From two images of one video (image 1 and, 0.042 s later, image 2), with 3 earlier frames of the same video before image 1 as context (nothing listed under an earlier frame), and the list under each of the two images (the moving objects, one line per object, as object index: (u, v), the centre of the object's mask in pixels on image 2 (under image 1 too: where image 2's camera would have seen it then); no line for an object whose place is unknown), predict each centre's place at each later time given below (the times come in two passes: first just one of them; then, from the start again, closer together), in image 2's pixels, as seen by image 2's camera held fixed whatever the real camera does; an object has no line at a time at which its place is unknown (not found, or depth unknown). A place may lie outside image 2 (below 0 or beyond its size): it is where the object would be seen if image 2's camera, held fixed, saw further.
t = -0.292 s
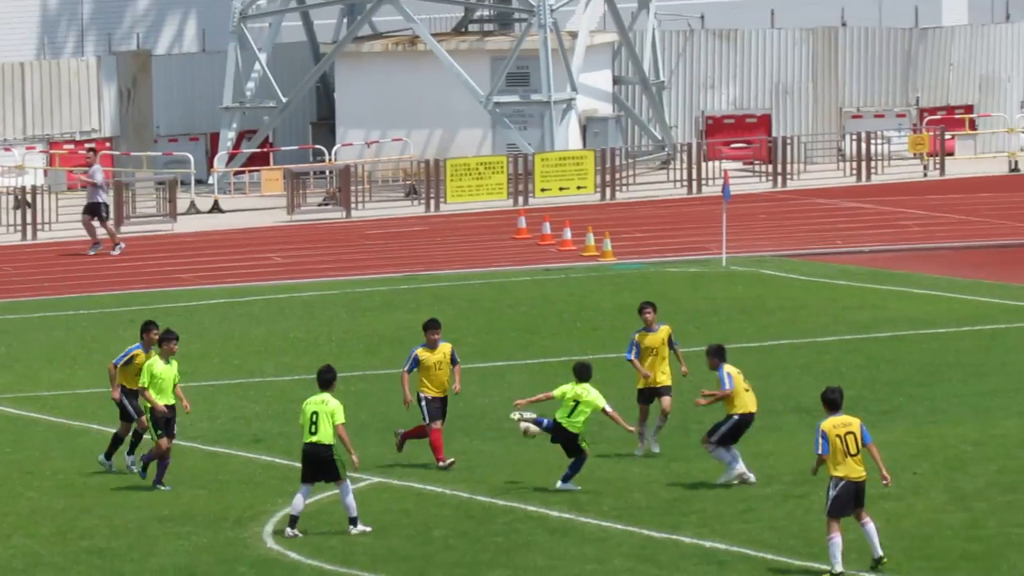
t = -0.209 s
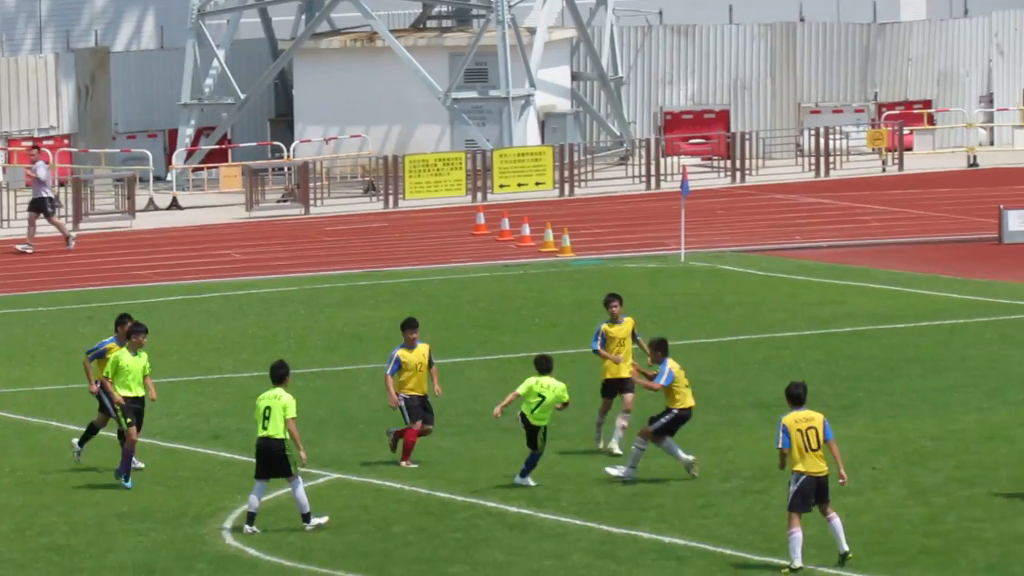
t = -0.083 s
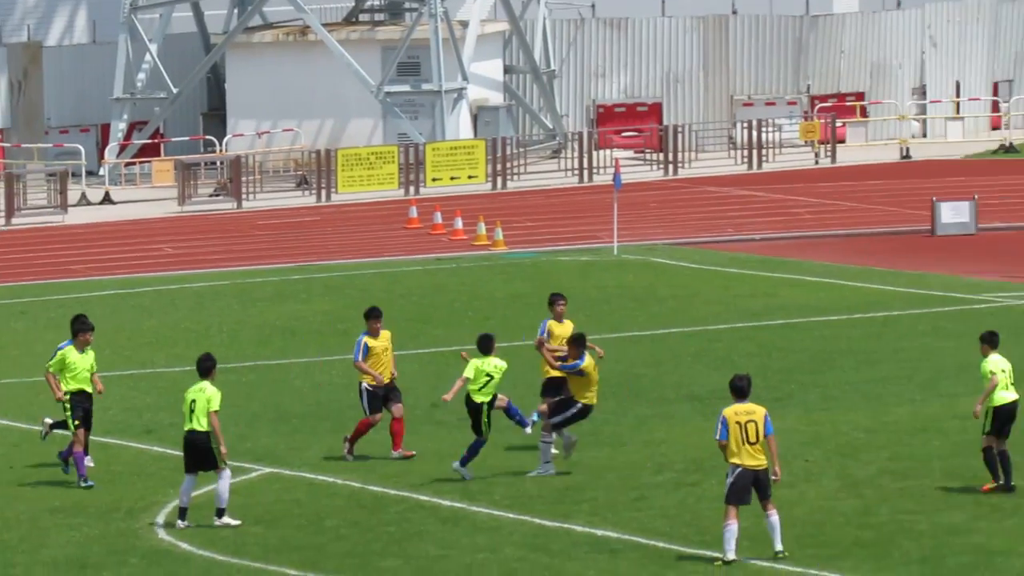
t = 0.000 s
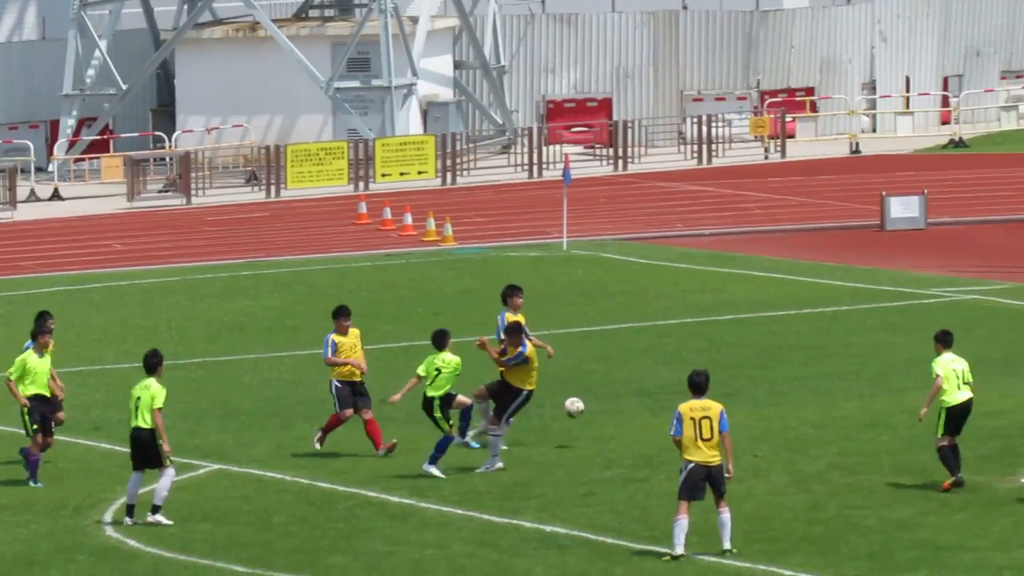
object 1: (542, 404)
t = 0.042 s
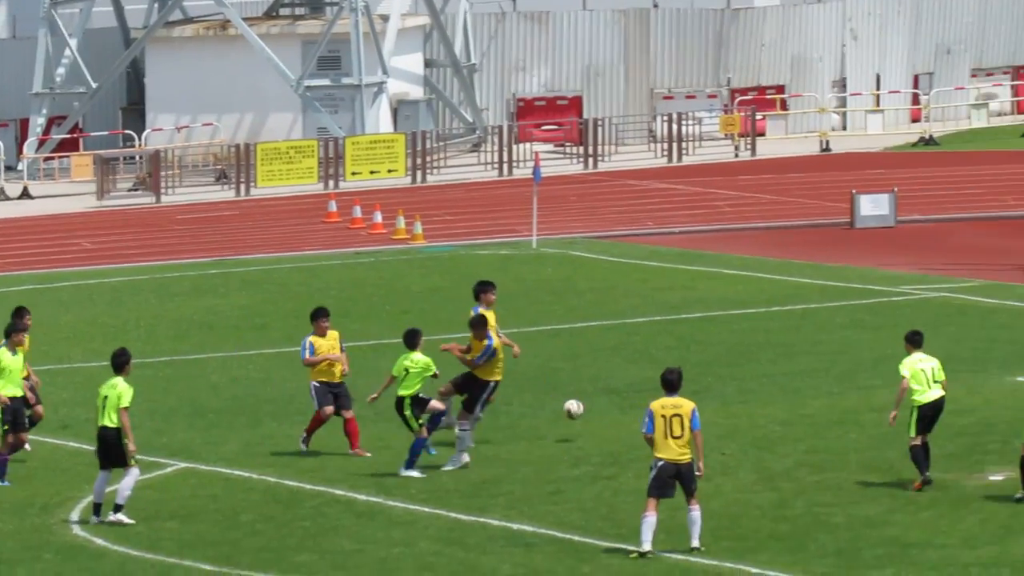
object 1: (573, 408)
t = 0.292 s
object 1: (723, 400)
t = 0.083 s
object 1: (604, 414)
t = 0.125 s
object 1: (633, 421)
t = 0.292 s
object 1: (723, 400)
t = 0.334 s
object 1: (745, 398)
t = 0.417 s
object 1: (785, 398)
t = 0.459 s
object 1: (805, 401)
